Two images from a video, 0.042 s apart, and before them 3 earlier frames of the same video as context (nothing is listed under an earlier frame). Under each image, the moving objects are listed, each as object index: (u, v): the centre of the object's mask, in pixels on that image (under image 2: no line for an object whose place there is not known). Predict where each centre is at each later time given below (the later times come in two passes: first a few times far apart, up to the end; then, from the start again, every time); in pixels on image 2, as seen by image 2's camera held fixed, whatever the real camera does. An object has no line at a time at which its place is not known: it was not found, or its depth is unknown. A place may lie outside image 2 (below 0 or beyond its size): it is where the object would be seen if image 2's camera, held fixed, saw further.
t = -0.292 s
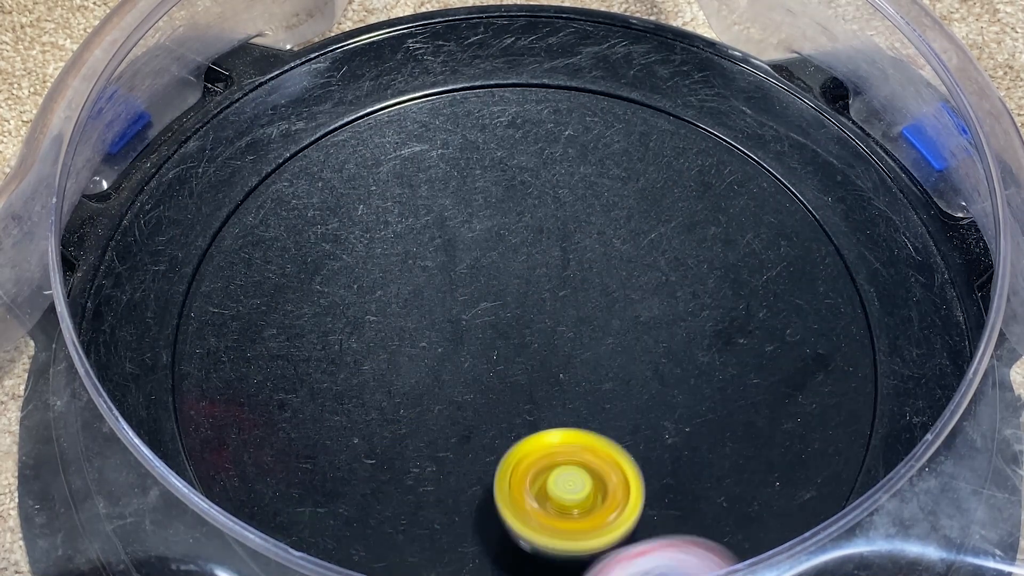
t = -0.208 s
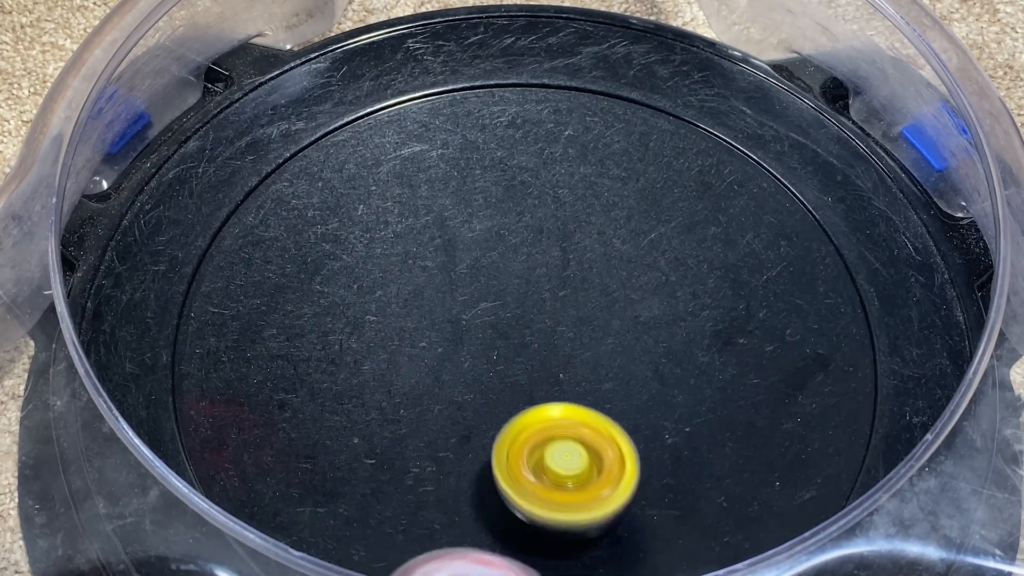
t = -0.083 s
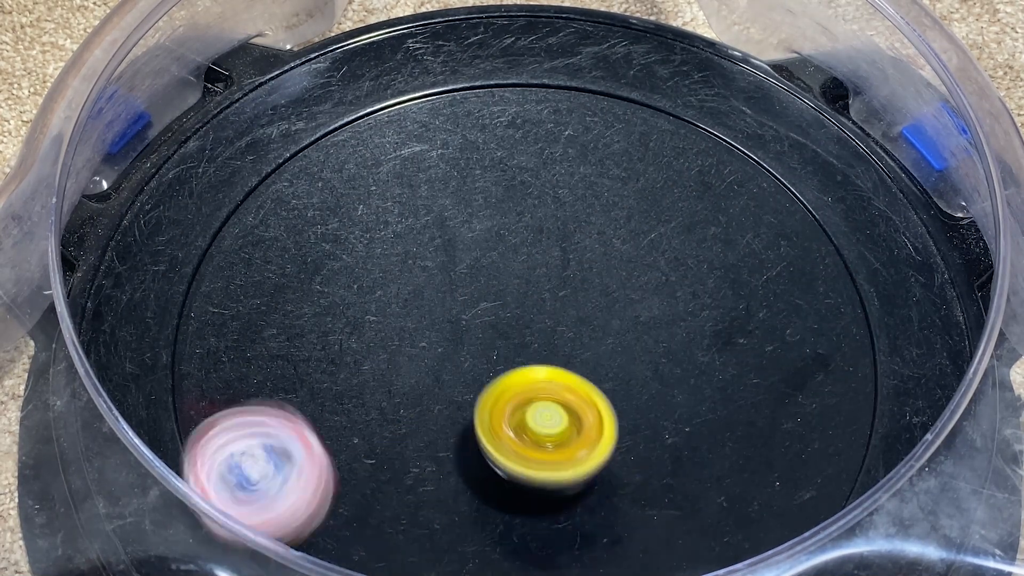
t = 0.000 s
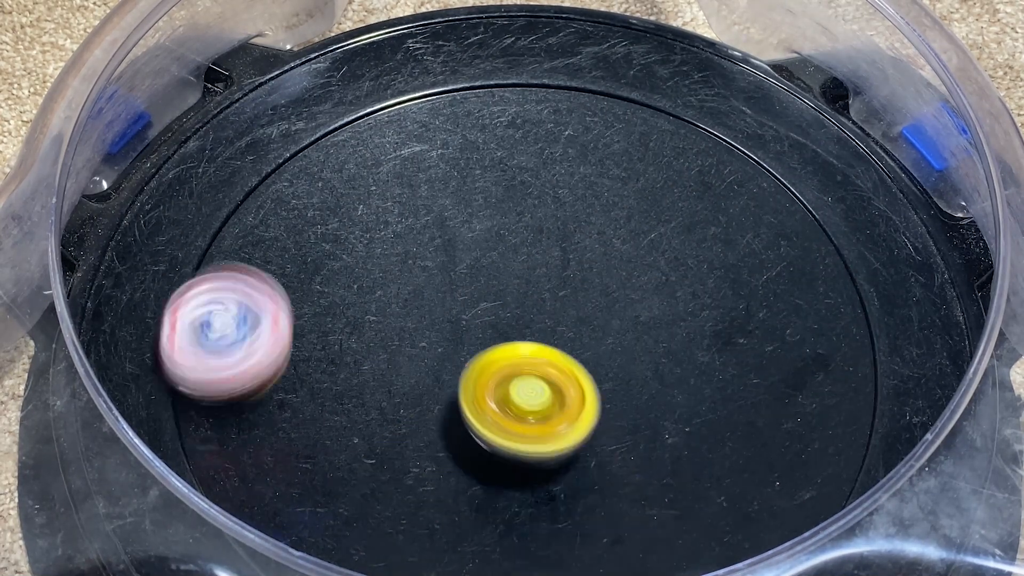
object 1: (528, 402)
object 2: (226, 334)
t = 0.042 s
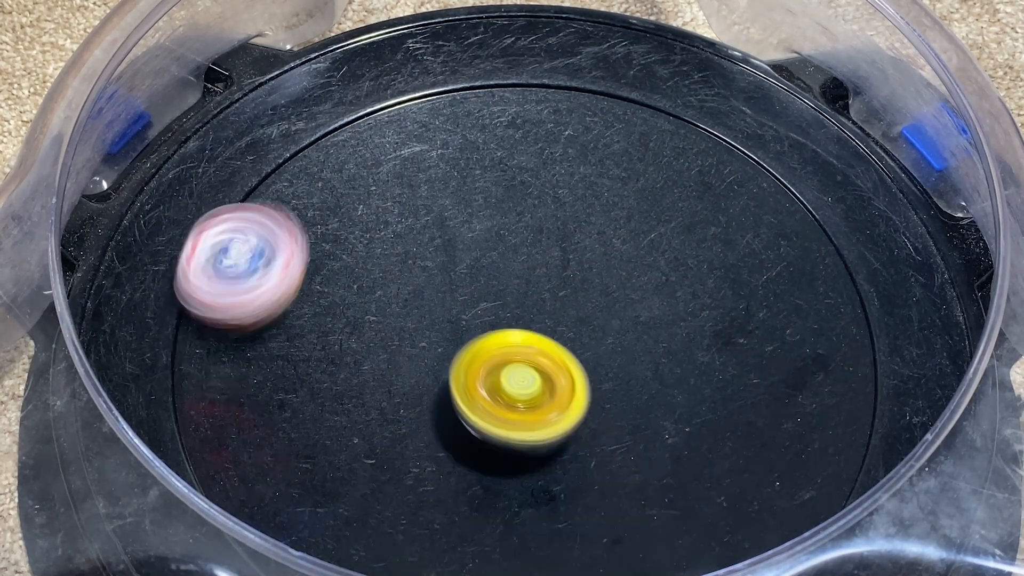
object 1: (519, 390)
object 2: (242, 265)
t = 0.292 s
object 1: (457, 324)
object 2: (576, 70)
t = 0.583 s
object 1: (395, 276)
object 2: (850, 408)
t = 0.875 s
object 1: (382, 272)
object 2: (324, 517)
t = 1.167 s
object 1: (432, 280)
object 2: (312, 130)
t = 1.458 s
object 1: (522, 283)
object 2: (753, 178)
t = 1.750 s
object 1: (603, 275)
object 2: (648, 553)
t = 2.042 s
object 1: (649, 273)
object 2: (192, 395)
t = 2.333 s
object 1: (643, 295)
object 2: (481, 104)
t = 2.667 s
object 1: (618, 353)
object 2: (861, 396)
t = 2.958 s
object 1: (583, 408)
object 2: (419, 560)
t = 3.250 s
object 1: (547, 449)
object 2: (289, 215)
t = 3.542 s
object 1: (521, 447)
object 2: (685, 113)
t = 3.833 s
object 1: (481, 411)
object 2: (814, 462)
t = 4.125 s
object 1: (437, 359)
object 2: (312, 497)
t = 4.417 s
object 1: (412, 316)
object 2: (308, 144)
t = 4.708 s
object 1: (425, 295)
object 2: (711, 164)
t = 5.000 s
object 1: (473, 276)
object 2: (693, 528)
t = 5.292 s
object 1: (534, 261)
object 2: (250, 470)
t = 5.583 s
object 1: (588, 259)
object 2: (392, 156)
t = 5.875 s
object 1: (614, 279)
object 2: (777, 239)
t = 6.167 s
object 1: (622, 322)
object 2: (684, 541)
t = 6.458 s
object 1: (615, 372)
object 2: (287, 399)
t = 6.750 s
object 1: (589, 413)
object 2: (466, 118)
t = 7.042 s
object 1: (548, 433)
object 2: (788, 251)
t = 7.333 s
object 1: (503, 423)
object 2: (553, 533)
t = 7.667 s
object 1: (457, 387)
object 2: (249, 283)
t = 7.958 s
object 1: (432, 344)
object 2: (570, 152)
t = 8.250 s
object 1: (431, 306)
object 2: (765, 420)
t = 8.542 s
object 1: (460, 285)
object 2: (421, 542)
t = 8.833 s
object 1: (511, 271)
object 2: (334, 251)
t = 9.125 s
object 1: (564, 271)
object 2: (660, 172)
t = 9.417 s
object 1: (603, 287)
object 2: (748, 442)
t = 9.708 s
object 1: (618, 319)
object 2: (368, 452)
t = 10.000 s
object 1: (611, 359)
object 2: (396, 174)
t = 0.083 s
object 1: (509, 378)
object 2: (274, 204)
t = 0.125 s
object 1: (499, 366)
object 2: (319, 152)
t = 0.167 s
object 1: (488, 355)
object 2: (375, 110)
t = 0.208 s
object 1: (478, 343)
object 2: (438, 81)
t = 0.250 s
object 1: (467, 333)
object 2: (505, 63)
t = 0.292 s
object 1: (457, 324)
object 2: (576, 70)
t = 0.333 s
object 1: (447, 314)
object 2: (645, 91)
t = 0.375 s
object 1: (437, 306)
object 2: (712, 118)
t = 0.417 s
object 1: (428, 298)
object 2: (773, 156)
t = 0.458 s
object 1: (419, 292)
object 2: (820, 207)
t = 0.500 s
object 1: (411, 286)
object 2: (851, 268)
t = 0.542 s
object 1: (403, 280)
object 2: (862, 338)
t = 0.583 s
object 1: (395, 276)
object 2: (850, 408)
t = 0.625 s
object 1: (389, 273)
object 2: (809, 468)
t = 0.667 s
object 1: (384, 270)
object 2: (744, 516)
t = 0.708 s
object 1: (380, 269)
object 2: (672, 544)
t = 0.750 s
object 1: (379, 270)
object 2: (581, 557)
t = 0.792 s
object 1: (379, 271)
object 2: (480, 556)
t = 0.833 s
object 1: (380, 272)
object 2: (395, 545)
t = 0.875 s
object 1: (382, 272)
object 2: (324, 517)
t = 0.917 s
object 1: (385, 273)
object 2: (260, 472)
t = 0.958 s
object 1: (389, 273)
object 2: (216, 416)
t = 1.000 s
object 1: (395, 274)
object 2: (195, 348)
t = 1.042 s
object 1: (402, 275)
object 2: (195, 281)
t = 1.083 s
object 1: (411, 277)
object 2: (213, 219)
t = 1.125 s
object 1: (421, 278)
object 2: (257, 171)
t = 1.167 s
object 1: (432, 280)
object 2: (312, 130)
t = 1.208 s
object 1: (444, 281)
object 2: (374, 98)
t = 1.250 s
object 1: (456, 282)
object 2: (441, 78)
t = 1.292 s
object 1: (469, 283)
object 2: (509, 71)
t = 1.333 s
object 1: (482, 283)
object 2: (578, 80)
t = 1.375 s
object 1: (495, 283)
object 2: (642, 100)
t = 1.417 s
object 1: (509, 283)
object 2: (701, 133)
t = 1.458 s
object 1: (522, 283)
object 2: (753, 178)
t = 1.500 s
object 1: (535, 282)
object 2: (792, 234)
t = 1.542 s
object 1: (547, 281)
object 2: (816, 298)
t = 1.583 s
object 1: (559, 280)
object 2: (821, 366)
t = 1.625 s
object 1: (571, 279)
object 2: (807, 436)
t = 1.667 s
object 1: (582, 278)
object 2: (769, 491)
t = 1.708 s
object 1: (593, 277)
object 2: (713, 529)
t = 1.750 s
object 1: (603, 275)
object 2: (648, 553)
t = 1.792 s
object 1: (612, 274)
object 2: (570, 565)
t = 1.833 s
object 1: (621, 273)
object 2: (479, 567)
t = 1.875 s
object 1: (629, 272)
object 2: (389, 558)
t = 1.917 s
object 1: (637, 272)
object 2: (331, 535)
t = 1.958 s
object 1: (642, 272)
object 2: (260, 512)
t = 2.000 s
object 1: (647, 272)
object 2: (224, 451)
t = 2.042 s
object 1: (649, 273)
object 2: (192, 395)
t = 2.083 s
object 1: (650, 274)
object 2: (187, 330)
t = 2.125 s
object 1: (650, 276)
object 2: (204, 269)
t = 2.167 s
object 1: (650, 278)
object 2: (239, 214)
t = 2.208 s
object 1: (649, 281)
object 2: (287, 169)
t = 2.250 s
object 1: (648, 284)
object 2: (345, 135)
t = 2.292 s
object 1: (646, 289)
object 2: (412, 113)
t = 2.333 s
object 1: (643, 295)
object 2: (481, 104)
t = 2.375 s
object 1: (641, 301)
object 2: (549, 106)
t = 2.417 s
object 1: (638, 308)
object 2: (617, 119)
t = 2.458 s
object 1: (636, 315)
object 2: (682, 144)
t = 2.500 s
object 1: (633, 322)
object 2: (742, 178)
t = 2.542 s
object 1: (629, 329)
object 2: (792, 222)
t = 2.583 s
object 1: (626, 337)
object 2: (830, 274)
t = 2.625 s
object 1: (622, 345)
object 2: (854, 333)
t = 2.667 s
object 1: (618, 353)
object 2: (861, 396)
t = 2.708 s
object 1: (613, 361)
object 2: (846, 454)
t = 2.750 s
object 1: (609, 369)
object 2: (794, 497)
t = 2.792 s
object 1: (604, 377)
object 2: (736, 533)
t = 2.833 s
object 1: (599, 385)
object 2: (676, 556)
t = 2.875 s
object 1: (594, 393)
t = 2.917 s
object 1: (589, 401)
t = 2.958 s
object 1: (583, 408)
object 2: (419, 560)
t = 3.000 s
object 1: (578, 415)
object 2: (356, 540)
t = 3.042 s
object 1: (573, 422)
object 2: (300, 505)
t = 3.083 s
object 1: (568, 428)
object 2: (256, 457)
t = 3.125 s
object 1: (563, 434)
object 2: (236, 395)
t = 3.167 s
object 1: (557, 440)
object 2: (237, 328)
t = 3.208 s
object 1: (552, 445)
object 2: (256, 268)
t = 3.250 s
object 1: (547, 449)
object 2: (289, 215)
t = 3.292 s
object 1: (542, 453)
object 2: (332, 171)
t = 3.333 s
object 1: (537, 454)
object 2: (383, 137)
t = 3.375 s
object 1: (533, 455)
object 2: (440, 112)
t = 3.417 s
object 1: (529, 454)
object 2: (499, 97)
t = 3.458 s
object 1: (526, 452)
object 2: (561, 92)
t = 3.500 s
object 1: (524, 450)
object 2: (623, 97)
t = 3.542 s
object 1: (521, 447)
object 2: (685, 113)
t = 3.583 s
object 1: (517, 443)
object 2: (743, 140)
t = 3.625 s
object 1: (512, 440)
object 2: (794, 178)
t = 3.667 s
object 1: (507, 435)
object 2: (834, 226)
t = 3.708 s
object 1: (501, 429)
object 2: (859, 282)
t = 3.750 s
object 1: (495, 424)
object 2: (866, 343)
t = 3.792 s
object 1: (488, 418)
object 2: (852, 407)
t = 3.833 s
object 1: (481, 411)
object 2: (814, 462)
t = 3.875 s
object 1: (474, 404)
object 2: (755, 506)
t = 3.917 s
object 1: (468, 396)
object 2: (687, 536)
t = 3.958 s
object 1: (461, 389)
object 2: (609, 549)
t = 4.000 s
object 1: (455, 381)
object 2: (522, 551)
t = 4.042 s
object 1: (449, 373)
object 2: (439, 544)
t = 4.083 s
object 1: (442, 366)
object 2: (371, 527)
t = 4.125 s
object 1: (437, 359)
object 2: (312, 497)
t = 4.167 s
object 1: (431, 352)
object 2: (263, 451)
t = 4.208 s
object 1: (426, 345)
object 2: (235, 395)
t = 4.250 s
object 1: (422, 339)
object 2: (222, 337)
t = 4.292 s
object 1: (418, 333)
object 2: (225, 281)
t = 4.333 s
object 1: (415, 327)
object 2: (241, 229)
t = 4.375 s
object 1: (413, 322)
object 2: (270, 182)
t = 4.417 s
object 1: (412, 316)
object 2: (308, 144)
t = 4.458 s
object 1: (411, 312)
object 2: (356, 114)
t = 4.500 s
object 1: (412, 308)
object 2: (410, 93)
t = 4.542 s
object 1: (413, 305)
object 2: (471, 84)
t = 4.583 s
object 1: (415, 302)
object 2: (535, 87)
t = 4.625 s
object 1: (418, 300)
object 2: (597, 101)
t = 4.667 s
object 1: (421, 298)
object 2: (657, 127)
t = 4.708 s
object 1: (425, 295)
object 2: (711, 164)
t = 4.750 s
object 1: (430, 293)
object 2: (754, 210)
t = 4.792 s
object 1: (436, 290)
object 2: (784, 263)
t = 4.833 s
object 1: (442, 287)
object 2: (799, 322)
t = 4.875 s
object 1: (449, 284)
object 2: (799, 384)
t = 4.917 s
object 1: (456, 281)
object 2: (780, 443)
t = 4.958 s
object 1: (464, 278)
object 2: (743, 495)
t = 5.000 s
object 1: (473, 276)
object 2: (693, 528)
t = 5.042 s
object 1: (481, 273)
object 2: (634, 547)
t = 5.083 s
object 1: (490, 270)
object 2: (561, 556)
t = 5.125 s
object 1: (499, 268)
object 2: (483, 558)
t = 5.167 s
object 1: (507, 266)
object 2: (409, 553)
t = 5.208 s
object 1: (516, 264)
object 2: (350, 537)
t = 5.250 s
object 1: (525, 262)
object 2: (285, 517)
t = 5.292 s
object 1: (534, 261)
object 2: (250, 470)
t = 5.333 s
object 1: (543, 260)
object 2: (218, 423)
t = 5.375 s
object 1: (552, 259)
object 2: (212, 365)
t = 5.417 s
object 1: (560, 258)
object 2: (223, 308)
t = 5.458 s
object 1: (568, 257)
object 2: (251, 257)
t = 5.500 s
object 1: (575, 258)
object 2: (290, 214)
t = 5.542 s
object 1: (582, 258)
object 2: (339, 180)
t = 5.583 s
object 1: (588, 259)
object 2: (392, 156)
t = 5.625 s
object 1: (593, 260)
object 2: (453, 141)
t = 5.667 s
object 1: (598, 262)
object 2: (513, 136)
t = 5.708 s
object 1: (602, 265)
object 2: (574, 140)
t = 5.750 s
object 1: (606, 268)
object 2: (632, 152)
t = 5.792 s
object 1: (609, 271)
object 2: (688, 174)
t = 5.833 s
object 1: (612, 275)
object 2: (735, 203)
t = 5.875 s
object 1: (614, 279)
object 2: (777, 239)
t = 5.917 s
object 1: (617, 284)
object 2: (808, 282)
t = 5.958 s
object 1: (618, 290)
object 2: (828, 331)
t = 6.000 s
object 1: (620, 296)
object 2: (833, 384)
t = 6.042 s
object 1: (621, 302)
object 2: (821, 437)
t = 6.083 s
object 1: (621, 308)
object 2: (789, 482)
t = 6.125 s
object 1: (621, 315)
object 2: (740, 518)
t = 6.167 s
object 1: (622, 322)
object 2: (684, 541)
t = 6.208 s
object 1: (621, 329)
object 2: (618, 552)
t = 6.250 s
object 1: (621, 336)
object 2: (540, 554)
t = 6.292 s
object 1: (620, 344)
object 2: (465, 546)
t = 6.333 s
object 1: (620, 351)
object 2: (401, 531)
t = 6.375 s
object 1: (619, 358)
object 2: (348, 503)
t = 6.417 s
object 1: (617, 365)
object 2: (308, 454)
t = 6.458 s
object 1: (615, 372)
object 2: (287, 399)
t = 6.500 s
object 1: (613, 379)
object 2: (280, 342)
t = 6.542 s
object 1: (610, 385)
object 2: (288, 290)
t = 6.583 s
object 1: (607, 391)
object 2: (308, 241)
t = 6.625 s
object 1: (603, 397)
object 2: (336, 200)
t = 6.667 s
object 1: (599, 403)
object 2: (372, 166)
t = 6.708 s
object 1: (594, 408)
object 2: (417, 138)
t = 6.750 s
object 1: (589, 413)
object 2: (466, 118)
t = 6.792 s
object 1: (584, 417)
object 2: (518, 108)
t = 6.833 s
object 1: (578, 421)
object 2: (574, 107)
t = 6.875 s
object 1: (573, 424)
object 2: (628, 116)
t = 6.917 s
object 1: (567, 427)
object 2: (679, 136)
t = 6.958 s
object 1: (561, 430)
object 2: (726, 165)
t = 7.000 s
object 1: (554, 432)
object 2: (763, 203)
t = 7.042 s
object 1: (548, 433)
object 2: (788, 251)
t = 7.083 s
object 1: (542, 433)
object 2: (801, 304)
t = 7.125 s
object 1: (536, 433)
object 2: (795, 361)
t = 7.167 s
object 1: (530, 432)
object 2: (773, 416)
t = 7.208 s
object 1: (523, 431)
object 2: (736, 466)
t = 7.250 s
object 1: (517, 429)
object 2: (684, 505)
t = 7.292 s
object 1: (510, 426)
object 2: (621, 525)
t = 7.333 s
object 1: (503, 423)
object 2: (553, 533)
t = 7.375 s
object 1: (496, 420)
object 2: (482, 533)
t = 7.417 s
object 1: (490, 417)
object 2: (416, 526)
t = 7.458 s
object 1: (483, 413)
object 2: (356, 508)
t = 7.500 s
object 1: (477, 409)
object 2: (305, 474)
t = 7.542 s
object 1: (471, 405)
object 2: (270, 430)
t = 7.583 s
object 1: (466, 399)
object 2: (248, 381)
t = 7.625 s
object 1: (461, 393)
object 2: (241, 331)
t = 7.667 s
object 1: (457, 387)
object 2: (249, 283)
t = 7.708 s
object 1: (453, 381)
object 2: (270, 239)
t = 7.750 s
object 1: (449, 374)
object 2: (306, 200)
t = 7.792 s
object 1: (445, 368)
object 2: (350, 170)
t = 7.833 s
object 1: (441, 362)
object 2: (401, 149)
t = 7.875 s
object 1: (437, 356)
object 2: (457, 139)
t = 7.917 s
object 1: (434, 350)
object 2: (514, 141)
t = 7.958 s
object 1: (432, 344)
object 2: (570, 152)
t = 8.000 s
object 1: (430, 338)
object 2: (623, 172)
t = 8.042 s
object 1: (429, 332)
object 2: (670, 199)
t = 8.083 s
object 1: (428, 326)
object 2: (709, 234)
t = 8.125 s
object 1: (428, 320)
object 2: (739, 274)
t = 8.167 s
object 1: (428, 315)
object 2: (760, 320)
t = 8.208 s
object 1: (429, 310)
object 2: (769, 369)
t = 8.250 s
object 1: (431, 306)
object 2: (765, 420)
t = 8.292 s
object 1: (434, 302)
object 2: (746, 469)
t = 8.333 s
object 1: (436, 299)
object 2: (712, 509)
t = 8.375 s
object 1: (440, 296)
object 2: (669, 531)
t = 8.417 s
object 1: (444, 294)
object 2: (615, 545)
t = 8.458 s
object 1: (449, 291)
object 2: (551, 551)
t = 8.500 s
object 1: (454, 288)
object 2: (484, 550)
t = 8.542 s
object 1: (460, 285)
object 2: (421, 542)
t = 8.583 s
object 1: (466, 282)
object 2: (369, 525)
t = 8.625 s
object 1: (473, 280)
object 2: (326, 494)
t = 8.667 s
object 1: (480, 278)
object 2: (297, 447)
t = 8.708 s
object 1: (487, 276)
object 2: (285, 394)
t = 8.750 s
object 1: (495, 274)
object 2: (290, 342)
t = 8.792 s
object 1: (503, 272)
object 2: (307, 294)
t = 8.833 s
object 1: (511, 271)
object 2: (334, 251)
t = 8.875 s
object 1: (518, 270)
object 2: (370, 216)
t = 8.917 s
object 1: (526, 269)
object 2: (413, 189)
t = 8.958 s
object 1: (534, 269)
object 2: (461, 169)
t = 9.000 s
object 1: (542, 269)
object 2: (511, 158)
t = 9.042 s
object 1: (549, 269)
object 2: (562, 154)
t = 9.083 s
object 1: (557, 269)
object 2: (612, 160)
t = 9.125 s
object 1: (564, 271)
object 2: (660, 172)
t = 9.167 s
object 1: (570, 272)
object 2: (703, 194)
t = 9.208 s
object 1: (577, 274)
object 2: (739, 223)
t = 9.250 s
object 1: (583, 276)
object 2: (767, 259)
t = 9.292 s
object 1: (588, 278)
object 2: (785, 301)
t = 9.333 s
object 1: (593, 280)
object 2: (787, 348)
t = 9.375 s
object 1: (598, 284)
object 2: (776, 396)
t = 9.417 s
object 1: (603, 287)
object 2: (748, 442)
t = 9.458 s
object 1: (607, 291)
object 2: (705, 480)
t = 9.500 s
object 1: (610, 294)
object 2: (650, 508)
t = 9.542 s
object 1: (612, 299)
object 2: (588, 519)
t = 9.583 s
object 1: (614, 303)
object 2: (524, 520)
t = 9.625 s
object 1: (615, 308)
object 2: (464, 511)
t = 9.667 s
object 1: (617, 313)
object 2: (411, 486)
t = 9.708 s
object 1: (618, 319)
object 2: (368, 452)
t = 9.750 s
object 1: (618, 324)
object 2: (336, 412)
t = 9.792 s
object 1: (618, 330)
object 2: (316, 367)
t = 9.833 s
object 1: (618, 336)
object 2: (309, 323)
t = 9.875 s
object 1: (617, 341)
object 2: (314, 280)
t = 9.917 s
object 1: (615, 347)
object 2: (330, 240)
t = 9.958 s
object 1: (613, 353)
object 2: (358, 204)
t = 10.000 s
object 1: (611, 359)
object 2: (396, 174)
